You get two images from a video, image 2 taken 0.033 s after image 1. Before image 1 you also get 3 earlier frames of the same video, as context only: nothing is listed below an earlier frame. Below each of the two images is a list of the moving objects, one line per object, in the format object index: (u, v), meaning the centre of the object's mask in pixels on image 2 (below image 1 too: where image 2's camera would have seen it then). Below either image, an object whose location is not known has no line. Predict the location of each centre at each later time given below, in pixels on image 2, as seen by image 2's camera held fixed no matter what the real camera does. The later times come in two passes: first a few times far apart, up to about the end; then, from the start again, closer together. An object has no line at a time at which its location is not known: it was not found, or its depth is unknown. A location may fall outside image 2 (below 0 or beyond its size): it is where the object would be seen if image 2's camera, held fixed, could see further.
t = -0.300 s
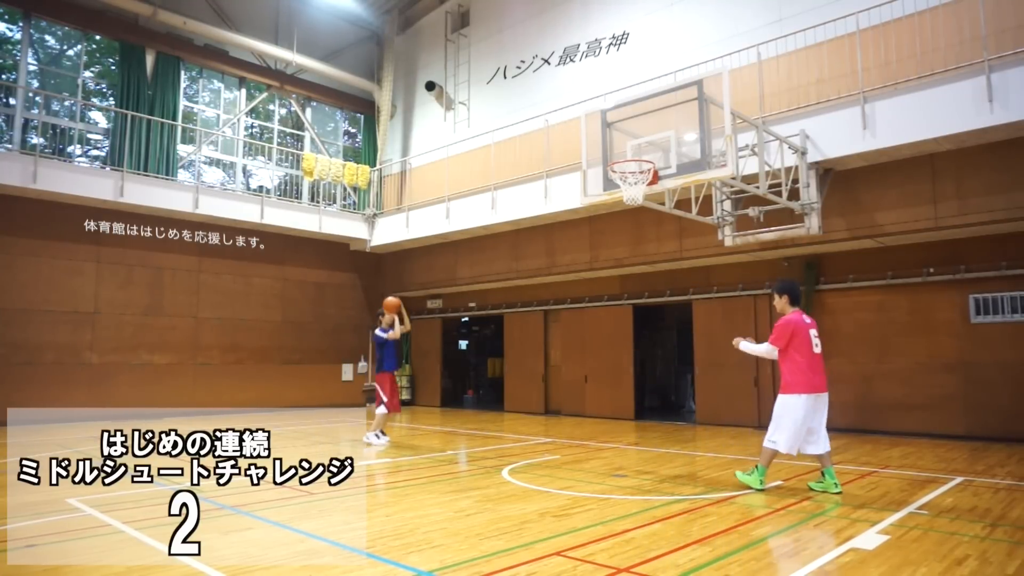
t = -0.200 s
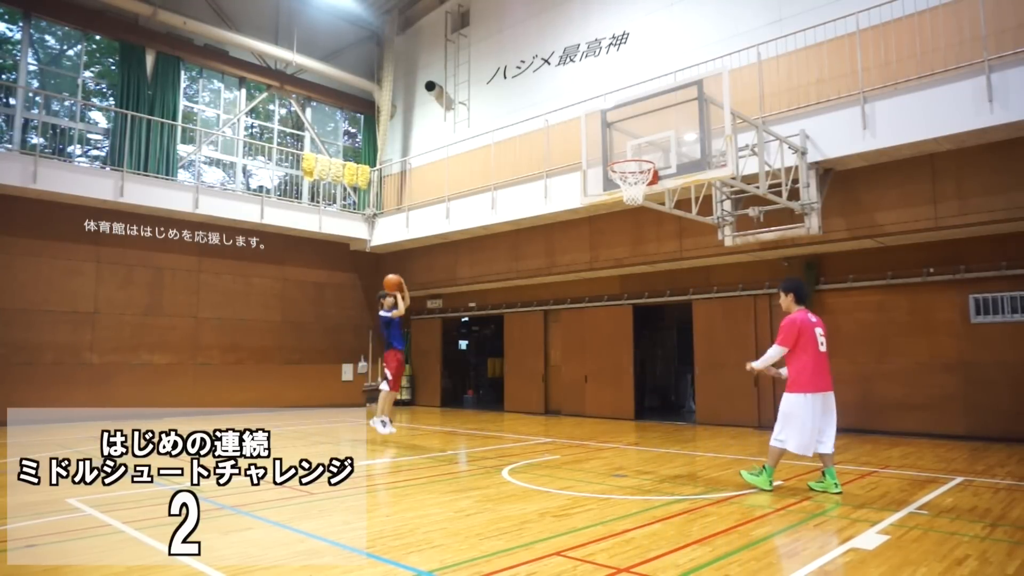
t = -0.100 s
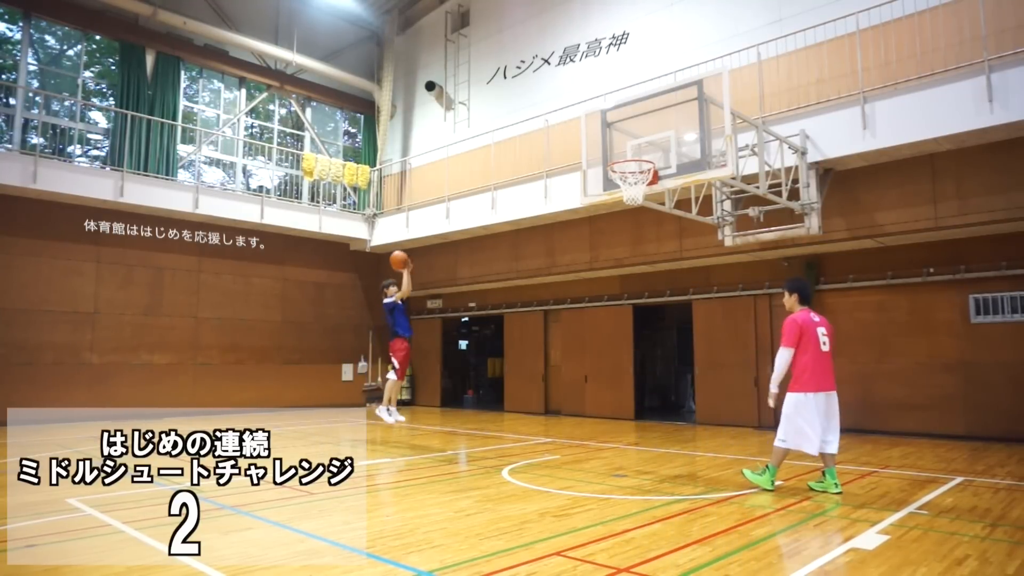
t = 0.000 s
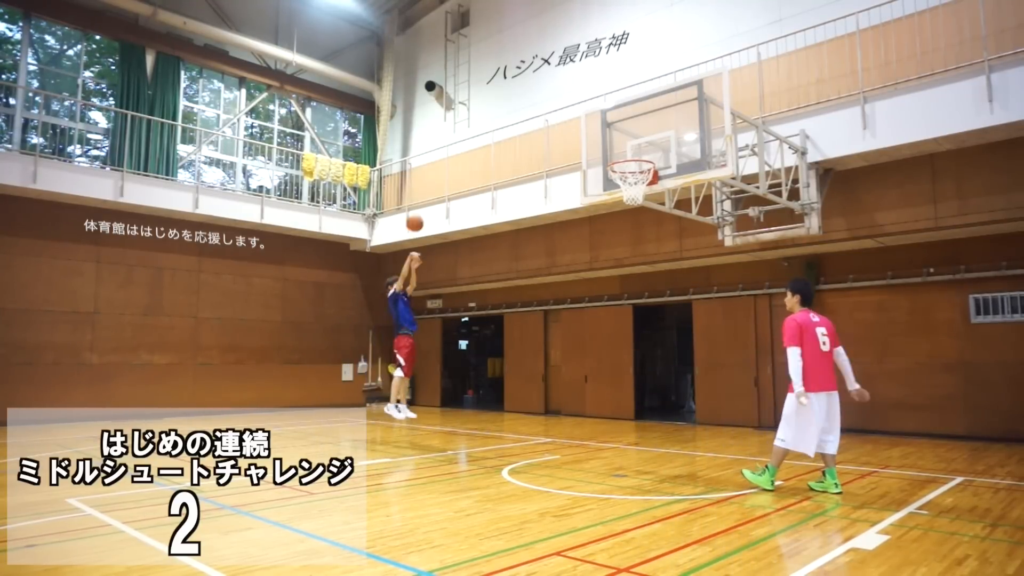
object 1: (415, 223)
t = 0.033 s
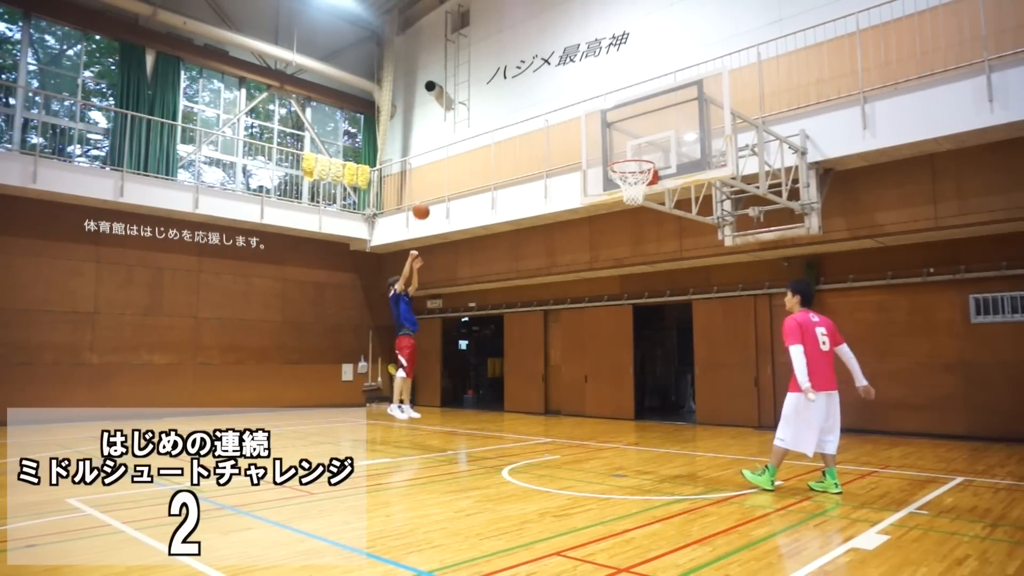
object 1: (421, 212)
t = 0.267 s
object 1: (469, 144)
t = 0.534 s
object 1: (532, 109)
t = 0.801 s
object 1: (603, 133)
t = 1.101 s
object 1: (627, 232)
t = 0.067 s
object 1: (428, 200)
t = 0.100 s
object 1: (435, 189)
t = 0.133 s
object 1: (441, 178)
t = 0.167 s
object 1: (448, 169)
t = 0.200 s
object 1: (456, 159)
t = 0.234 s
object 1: (463, 151)
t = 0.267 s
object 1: (469, 144)
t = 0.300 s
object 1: (477, 136)
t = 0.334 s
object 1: (485, 130)
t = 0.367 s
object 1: (492, 125)
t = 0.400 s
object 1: (500, 120)
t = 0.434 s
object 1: (507, 116)
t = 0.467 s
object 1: (515, 113)
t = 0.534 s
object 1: (532, 109)
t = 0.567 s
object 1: (539, 109)
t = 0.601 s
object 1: (548, 110)
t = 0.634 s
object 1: (557, 111)
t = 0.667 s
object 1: (565, 113)
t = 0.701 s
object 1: (575, 116)
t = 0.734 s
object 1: (584, 121)
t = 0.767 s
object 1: (593, 126)
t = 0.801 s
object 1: (603, 133)
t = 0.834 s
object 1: (613, 140)
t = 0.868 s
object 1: (623, 149)
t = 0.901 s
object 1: (635, 160)
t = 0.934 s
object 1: (640, 171)
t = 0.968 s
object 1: (641, 181)
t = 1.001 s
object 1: (636, 198)
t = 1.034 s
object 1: (633, 206)
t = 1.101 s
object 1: (627, 232)
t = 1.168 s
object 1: (623, 261)
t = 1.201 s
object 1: (621, 278)
